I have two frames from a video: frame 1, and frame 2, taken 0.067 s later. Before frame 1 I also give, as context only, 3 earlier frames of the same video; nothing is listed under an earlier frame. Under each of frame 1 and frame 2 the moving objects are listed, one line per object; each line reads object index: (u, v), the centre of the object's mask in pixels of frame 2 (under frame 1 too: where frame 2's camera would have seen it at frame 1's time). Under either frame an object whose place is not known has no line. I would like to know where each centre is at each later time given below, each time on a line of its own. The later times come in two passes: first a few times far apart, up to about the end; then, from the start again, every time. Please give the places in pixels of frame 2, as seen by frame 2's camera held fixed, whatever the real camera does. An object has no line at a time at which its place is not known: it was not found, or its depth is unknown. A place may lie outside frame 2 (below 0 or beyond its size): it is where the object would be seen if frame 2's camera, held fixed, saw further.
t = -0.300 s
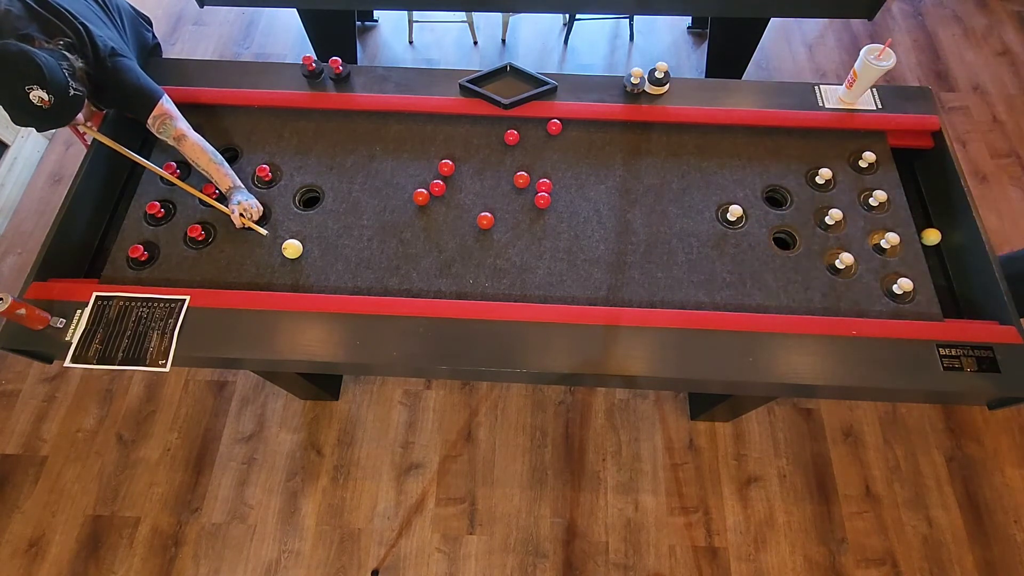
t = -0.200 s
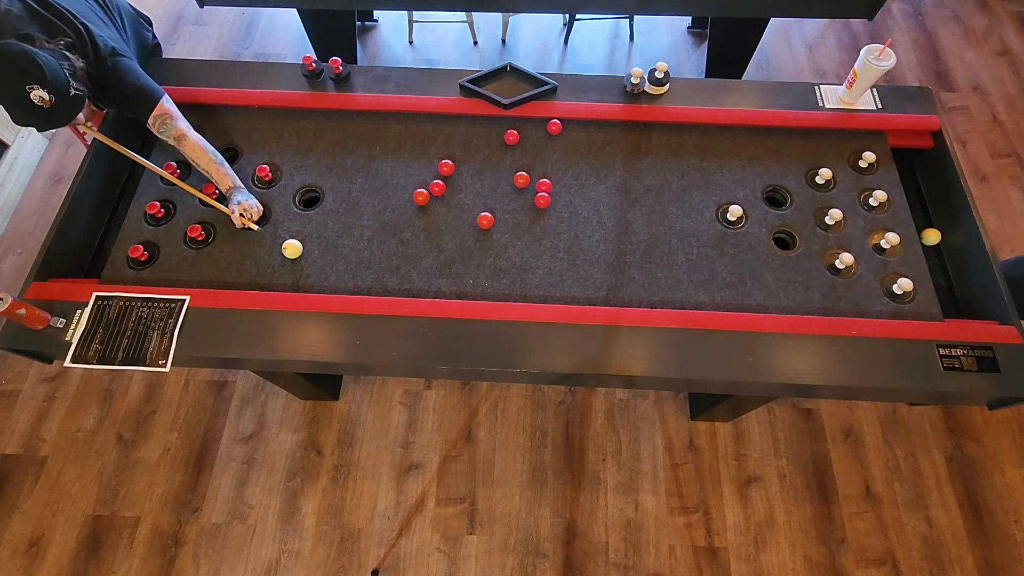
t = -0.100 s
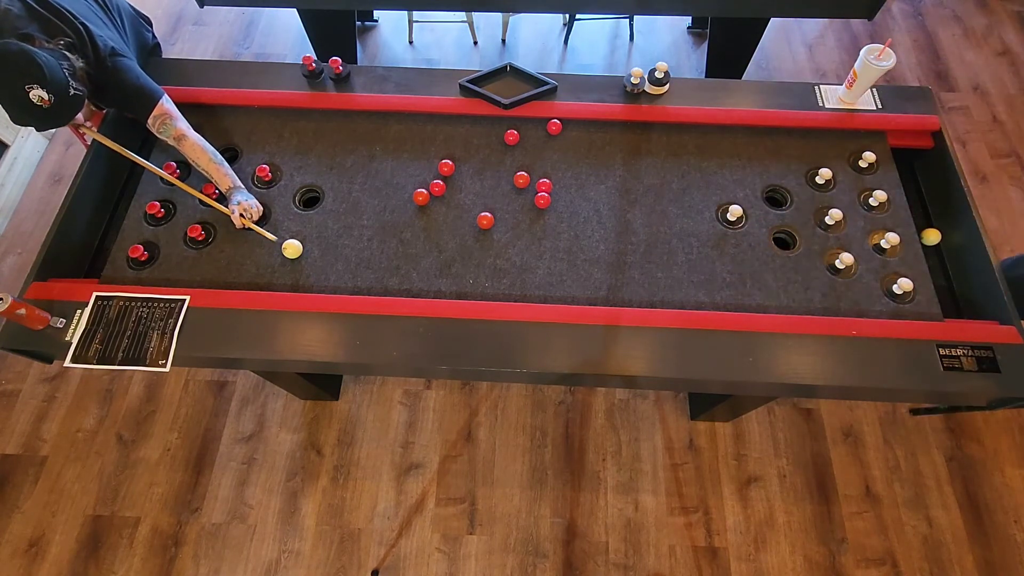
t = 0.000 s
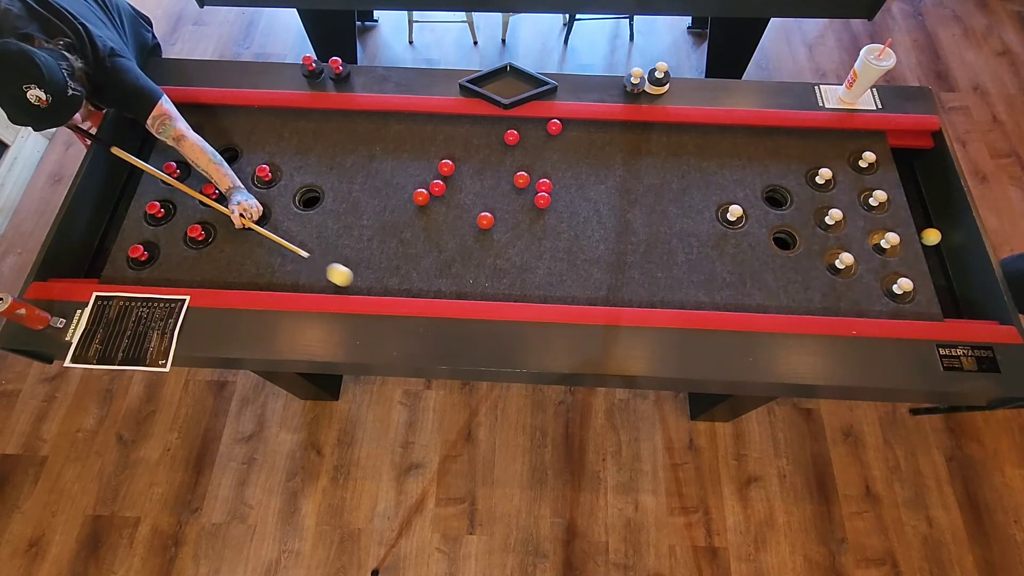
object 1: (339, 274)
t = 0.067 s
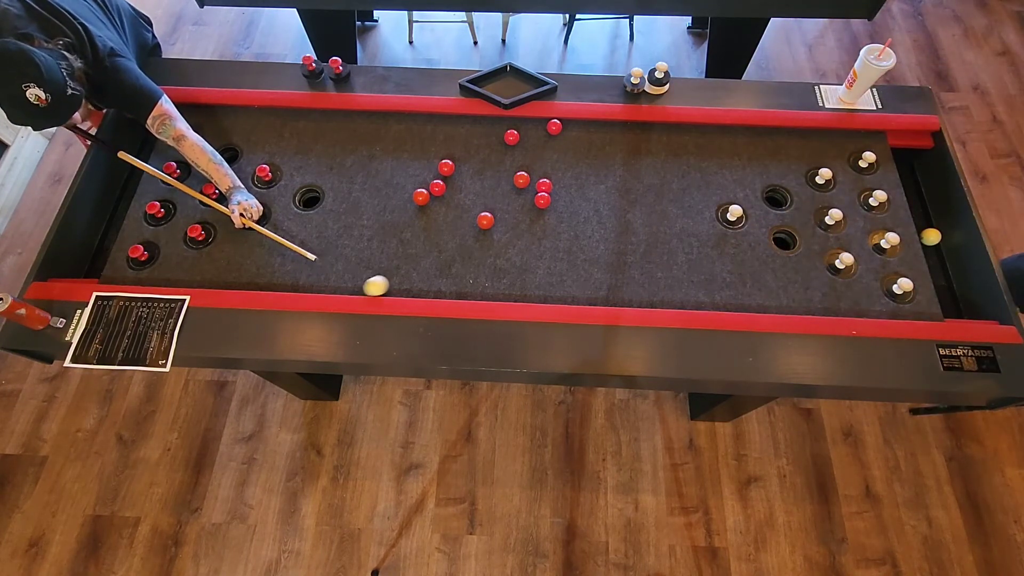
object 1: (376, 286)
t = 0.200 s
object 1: (432, 265)
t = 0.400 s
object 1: (502, 239)
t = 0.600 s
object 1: (566, 216)
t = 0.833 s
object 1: (636, 191)
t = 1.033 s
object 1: (691, 171)
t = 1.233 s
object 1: (742, 153)
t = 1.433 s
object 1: (790, 136)
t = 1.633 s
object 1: (833, 139)
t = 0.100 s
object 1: (392, 280)
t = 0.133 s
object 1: (406, 275)
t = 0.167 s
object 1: (419, 270)
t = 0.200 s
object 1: (432, 265)
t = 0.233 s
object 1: (444, 260)
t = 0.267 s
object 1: (456, 256)
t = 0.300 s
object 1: (467, 252)
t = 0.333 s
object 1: (479, 248)
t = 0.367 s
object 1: (490, 244)
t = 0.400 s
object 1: (502, 239)
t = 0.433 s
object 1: (513, 235)
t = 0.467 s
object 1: (524, 231)
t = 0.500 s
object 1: (535, 227)
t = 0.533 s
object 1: (545, 224)
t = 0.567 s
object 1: (556, 220)
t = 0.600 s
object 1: (566, 216)
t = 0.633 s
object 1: (577, 213)
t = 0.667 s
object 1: (587, 209)
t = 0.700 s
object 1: (597, 205)
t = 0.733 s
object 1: (607, 202)
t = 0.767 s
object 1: (617, 198)
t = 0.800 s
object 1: (627, 195)
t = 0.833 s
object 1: (636, 191)
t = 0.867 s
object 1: (646, 188)
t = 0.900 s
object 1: (655, 185)
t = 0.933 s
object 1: (664, 181)
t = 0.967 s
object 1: (673, 178)
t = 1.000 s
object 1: (683, 174)
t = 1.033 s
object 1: (691, 171)
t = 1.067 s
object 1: (700, 168)
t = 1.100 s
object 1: (709, 165)
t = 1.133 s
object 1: (717, 162)
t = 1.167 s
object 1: (726, 159)
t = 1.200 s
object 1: (734, 156)
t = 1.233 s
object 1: (742, 153)
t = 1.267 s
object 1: (751, 150)
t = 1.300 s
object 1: (759, 147)
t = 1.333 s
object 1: (767, 144)
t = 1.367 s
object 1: (775, 142)
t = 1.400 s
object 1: (782, 139)
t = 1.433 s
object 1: (790, 136)
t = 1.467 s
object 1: (798, 134)
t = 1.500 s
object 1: (805, 134)
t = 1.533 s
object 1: (812, 135)
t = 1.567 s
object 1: (819, 137)
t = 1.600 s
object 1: (826, 138)
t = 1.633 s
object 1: (833, 139)
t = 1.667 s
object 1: (840, 141)
